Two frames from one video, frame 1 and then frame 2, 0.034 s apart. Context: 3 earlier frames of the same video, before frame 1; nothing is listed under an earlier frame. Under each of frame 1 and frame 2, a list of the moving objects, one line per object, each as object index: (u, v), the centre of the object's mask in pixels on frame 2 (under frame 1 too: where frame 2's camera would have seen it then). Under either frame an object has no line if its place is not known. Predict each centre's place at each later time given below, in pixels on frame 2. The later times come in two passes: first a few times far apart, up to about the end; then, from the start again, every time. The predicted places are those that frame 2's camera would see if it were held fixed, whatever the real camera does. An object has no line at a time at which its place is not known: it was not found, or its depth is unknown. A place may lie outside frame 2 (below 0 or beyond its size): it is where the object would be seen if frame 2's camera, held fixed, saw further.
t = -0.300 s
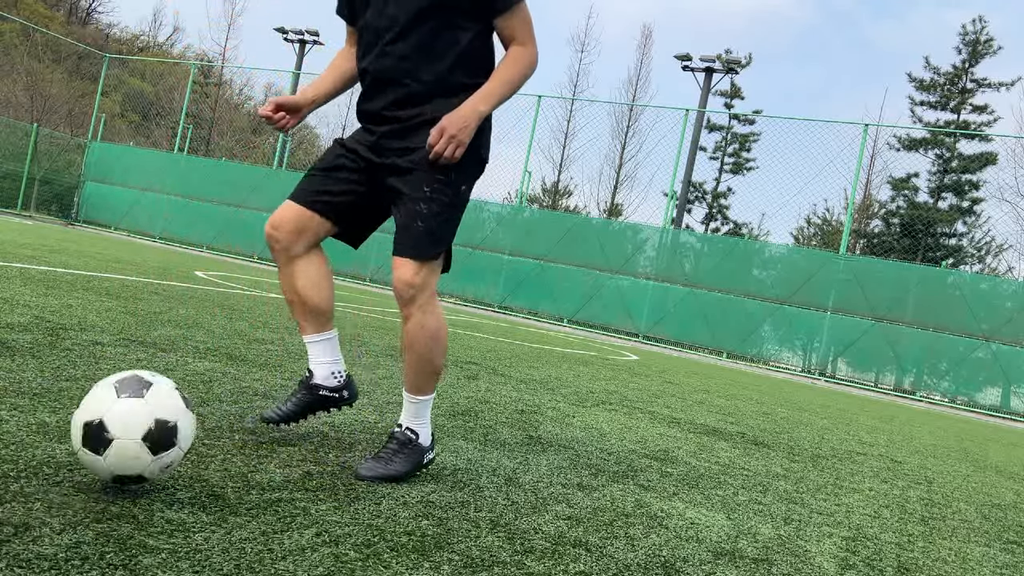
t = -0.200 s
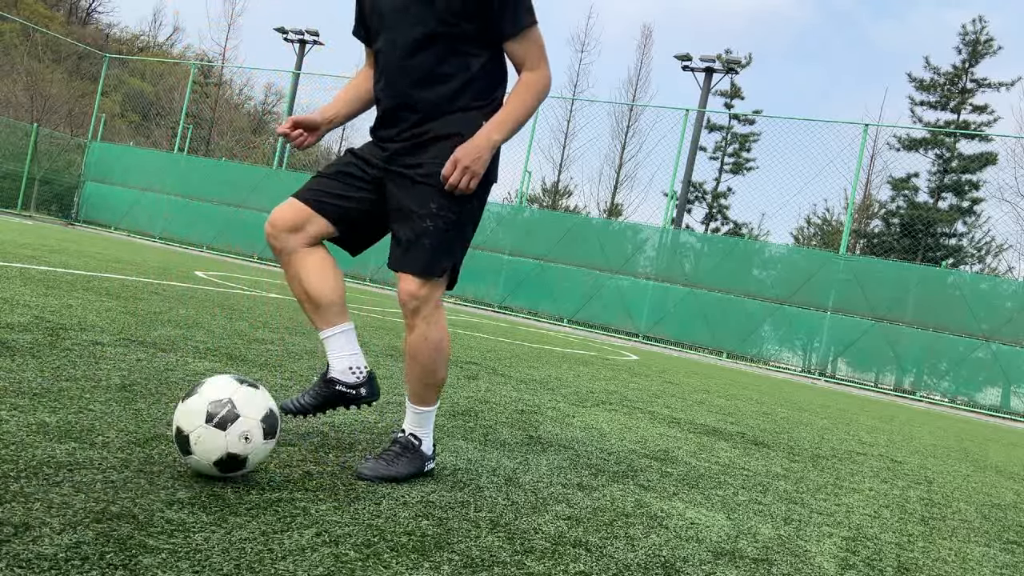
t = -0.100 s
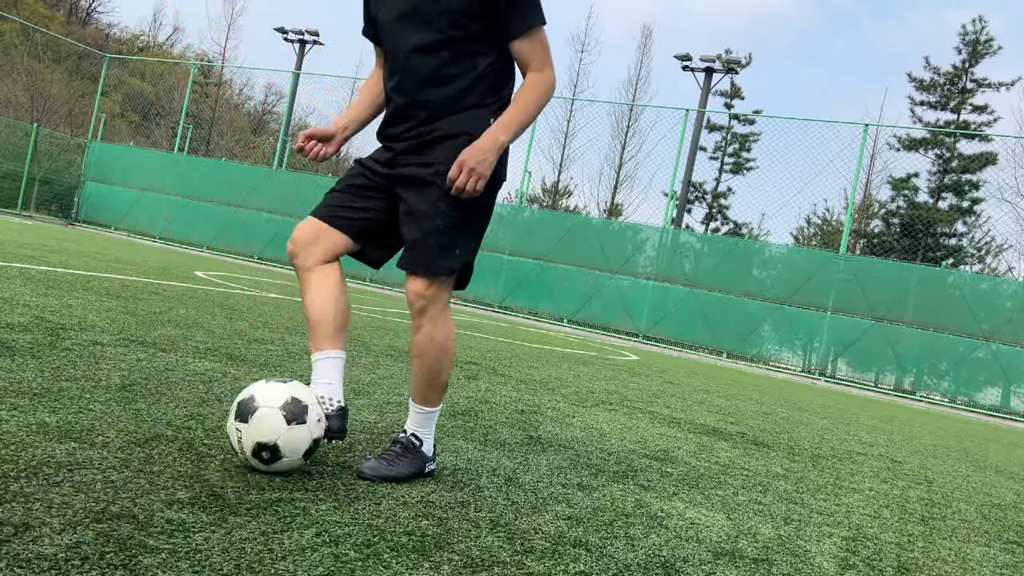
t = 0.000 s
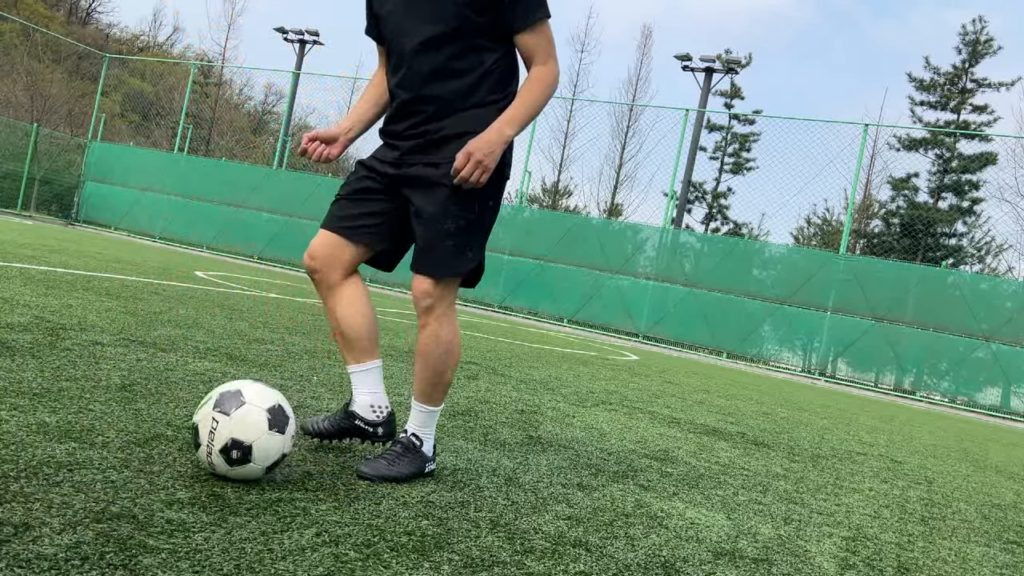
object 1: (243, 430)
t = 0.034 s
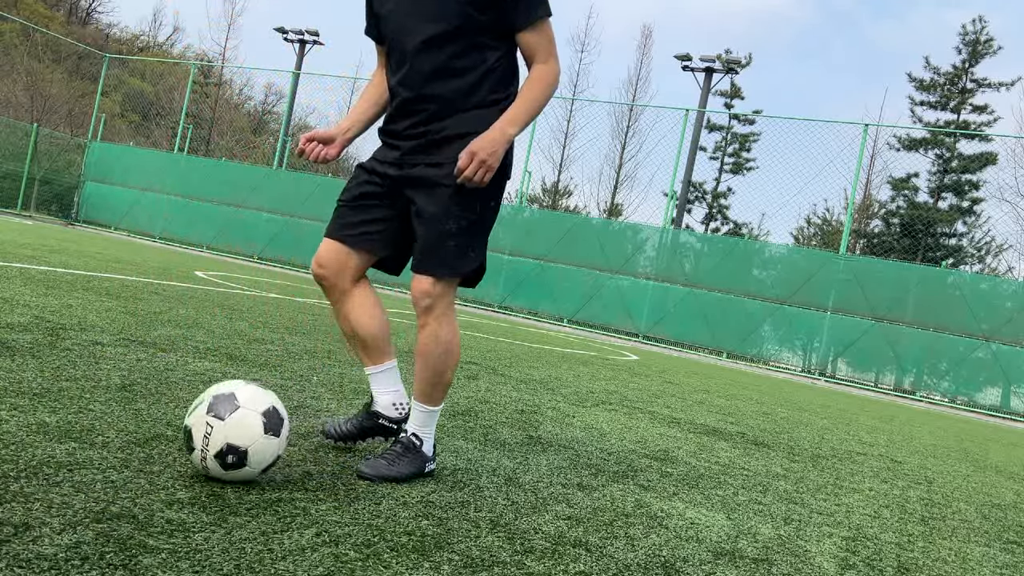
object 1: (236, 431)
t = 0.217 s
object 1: (208, 437)
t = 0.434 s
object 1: (177, 443)
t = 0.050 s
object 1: (233, 432)
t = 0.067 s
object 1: (230, 432)
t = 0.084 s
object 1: (228, 433)
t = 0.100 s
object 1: (225, 433)
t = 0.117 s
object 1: (223, 434)
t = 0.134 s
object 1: (221, 434)
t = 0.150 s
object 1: (218, 435)
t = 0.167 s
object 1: (216, 435)
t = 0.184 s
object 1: (213, 436)
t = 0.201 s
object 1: (211, 436)
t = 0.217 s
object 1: (208, 437)
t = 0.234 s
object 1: (206, 438)
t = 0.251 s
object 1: (203, 438)
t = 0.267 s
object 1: (201, 438)
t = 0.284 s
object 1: (198, 439)
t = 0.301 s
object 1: (196, 439)
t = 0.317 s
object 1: (194, 440)
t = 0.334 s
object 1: (191, 440)
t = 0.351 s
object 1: (189, 441)
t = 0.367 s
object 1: (186, 441)
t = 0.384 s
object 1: (184, 442)
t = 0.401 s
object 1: (182, 442)
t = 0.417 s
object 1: (179, 443)
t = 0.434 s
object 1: (177, 443)
